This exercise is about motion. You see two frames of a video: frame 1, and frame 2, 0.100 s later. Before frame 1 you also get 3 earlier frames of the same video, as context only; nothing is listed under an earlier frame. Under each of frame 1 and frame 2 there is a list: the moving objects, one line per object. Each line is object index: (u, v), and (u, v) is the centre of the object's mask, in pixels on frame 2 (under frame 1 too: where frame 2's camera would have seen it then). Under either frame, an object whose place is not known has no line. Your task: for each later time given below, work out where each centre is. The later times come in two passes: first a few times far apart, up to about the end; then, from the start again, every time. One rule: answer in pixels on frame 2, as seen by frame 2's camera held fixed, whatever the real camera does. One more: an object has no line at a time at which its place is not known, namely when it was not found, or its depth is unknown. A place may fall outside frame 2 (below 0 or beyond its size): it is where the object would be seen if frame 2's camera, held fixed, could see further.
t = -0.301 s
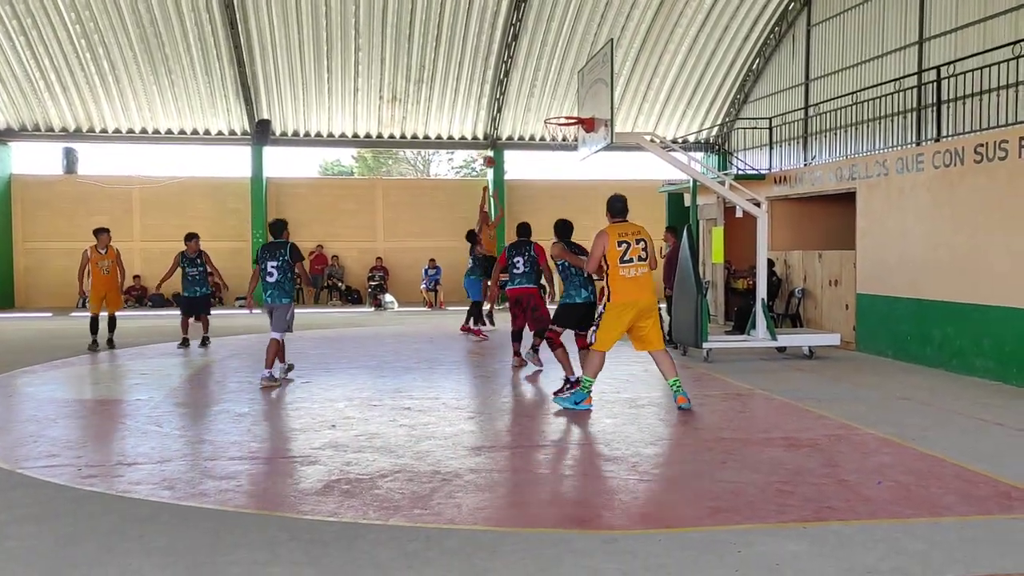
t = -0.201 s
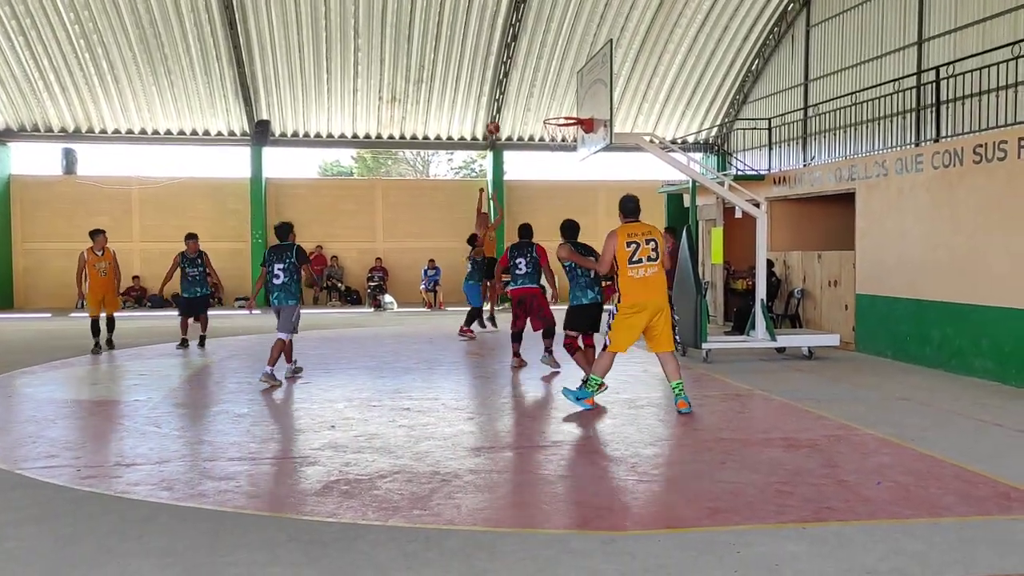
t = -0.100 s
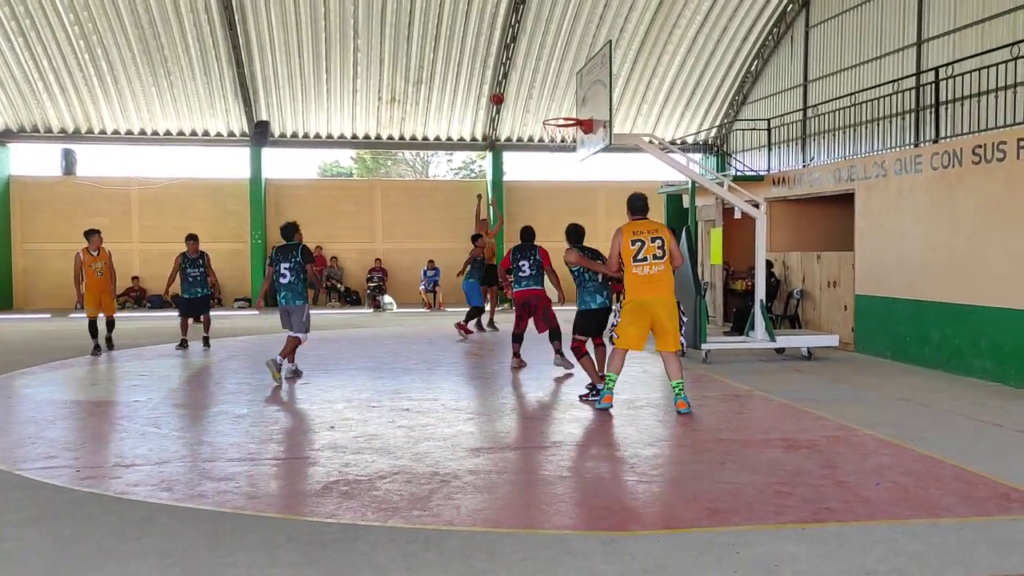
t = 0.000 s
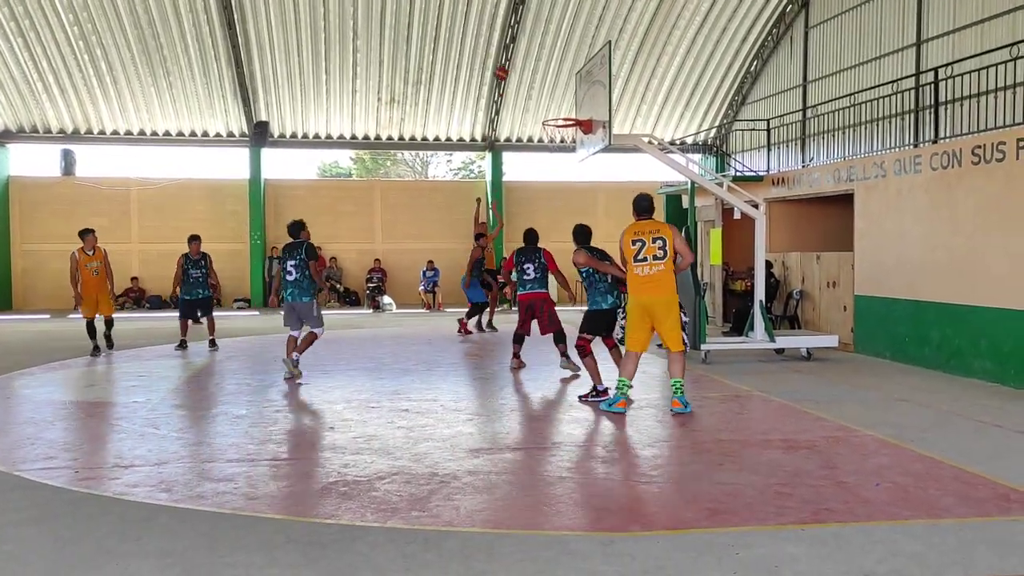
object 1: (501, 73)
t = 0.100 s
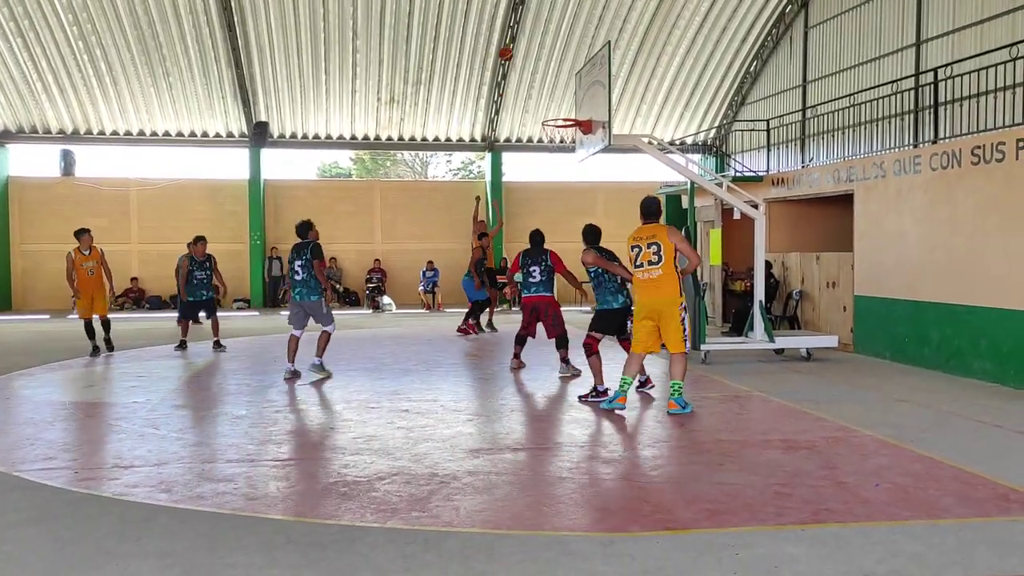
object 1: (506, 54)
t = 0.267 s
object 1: (514, 32)
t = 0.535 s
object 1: (529, 34)
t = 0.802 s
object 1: (547, 91)
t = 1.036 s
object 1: (563, 179)
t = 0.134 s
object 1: (507, 49)
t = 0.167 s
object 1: (509, 43)
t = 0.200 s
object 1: (510, 39)
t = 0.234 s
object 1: (512, 35)
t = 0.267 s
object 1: (514, 32)
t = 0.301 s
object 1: (516, 30)
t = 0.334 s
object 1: (518, 28)
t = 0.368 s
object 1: (519, 28)
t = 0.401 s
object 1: (521, 27)
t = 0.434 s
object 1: (523, 28)
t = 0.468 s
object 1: (525, 29)
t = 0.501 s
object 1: (527, 31)
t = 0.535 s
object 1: (529, 34)
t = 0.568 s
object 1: (531, 38)
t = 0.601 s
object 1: (534, 43)
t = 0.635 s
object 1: (536, 49)
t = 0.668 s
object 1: (538, 55)
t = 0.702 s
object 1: (540, 63)
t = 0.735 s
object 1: (543, 71)
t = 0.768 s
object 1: (545, 80)
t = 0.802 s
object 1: (547, 91)
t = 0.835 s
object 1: (550, 102)
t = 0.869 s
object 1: (552, 114)
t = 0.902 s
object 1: (555, 129)
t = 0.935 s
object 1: (558, 142)
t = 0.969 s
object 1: (559, 153)
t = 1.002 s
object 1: (561, 165)
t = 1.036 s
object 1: (563, 179)
